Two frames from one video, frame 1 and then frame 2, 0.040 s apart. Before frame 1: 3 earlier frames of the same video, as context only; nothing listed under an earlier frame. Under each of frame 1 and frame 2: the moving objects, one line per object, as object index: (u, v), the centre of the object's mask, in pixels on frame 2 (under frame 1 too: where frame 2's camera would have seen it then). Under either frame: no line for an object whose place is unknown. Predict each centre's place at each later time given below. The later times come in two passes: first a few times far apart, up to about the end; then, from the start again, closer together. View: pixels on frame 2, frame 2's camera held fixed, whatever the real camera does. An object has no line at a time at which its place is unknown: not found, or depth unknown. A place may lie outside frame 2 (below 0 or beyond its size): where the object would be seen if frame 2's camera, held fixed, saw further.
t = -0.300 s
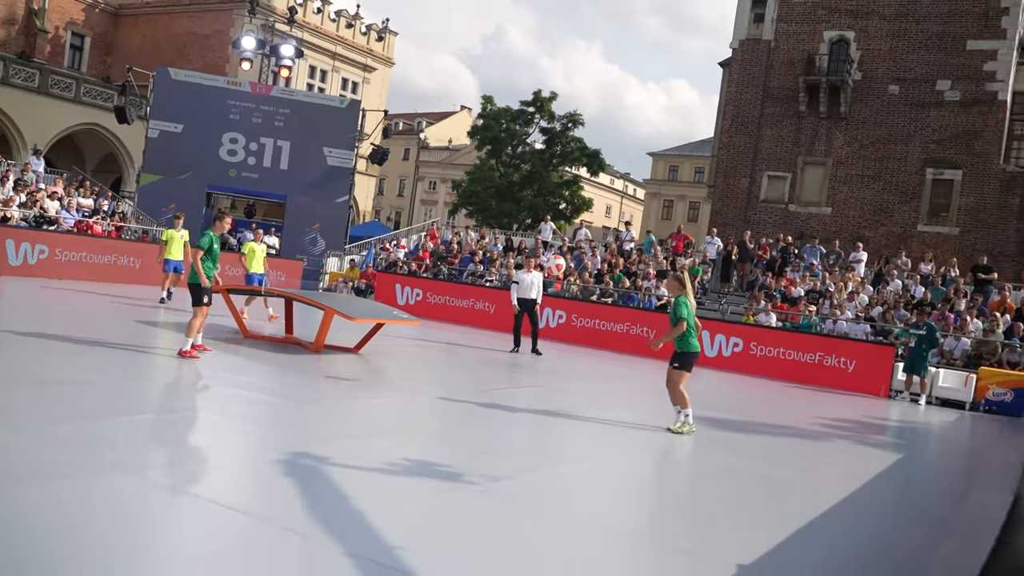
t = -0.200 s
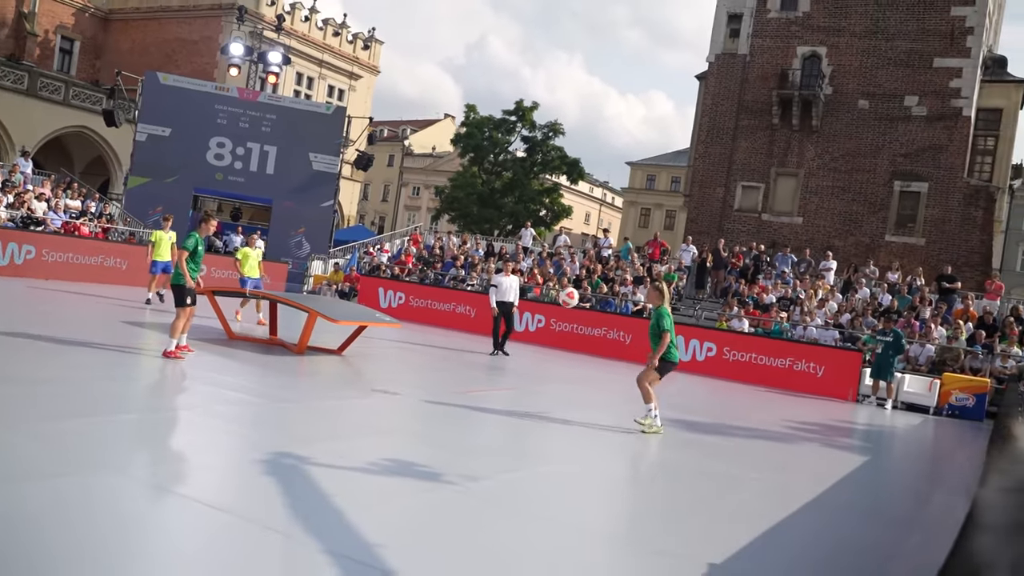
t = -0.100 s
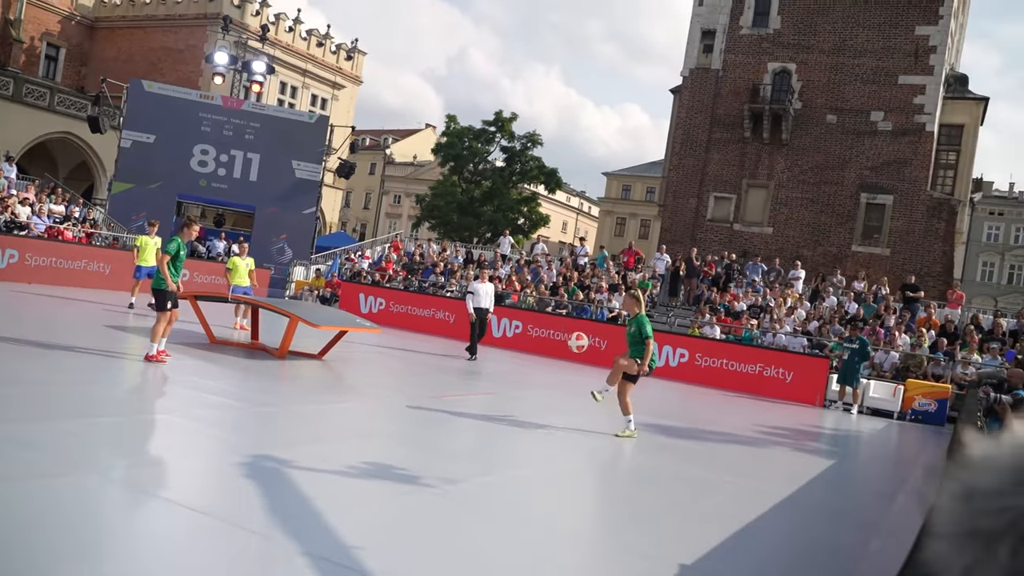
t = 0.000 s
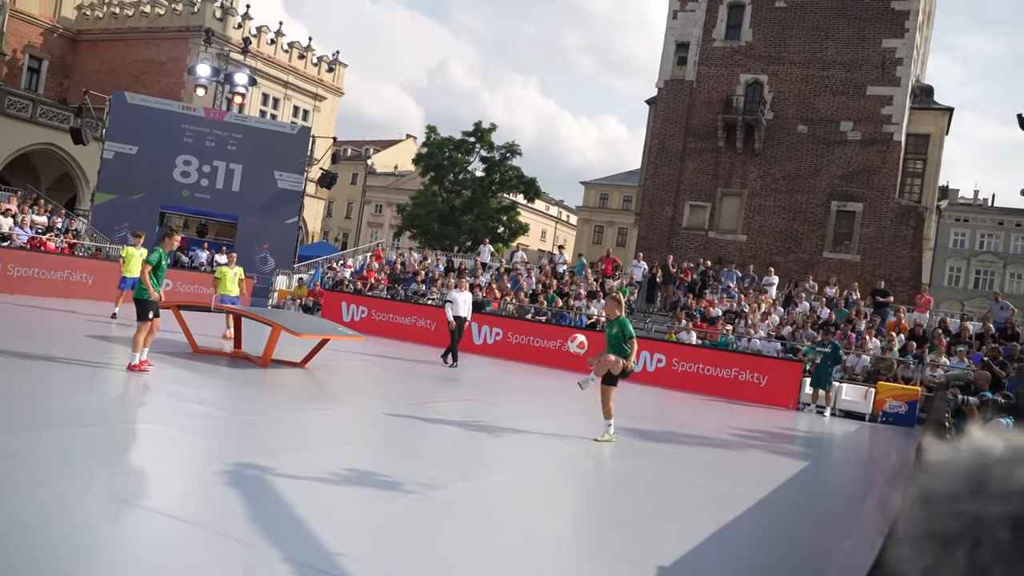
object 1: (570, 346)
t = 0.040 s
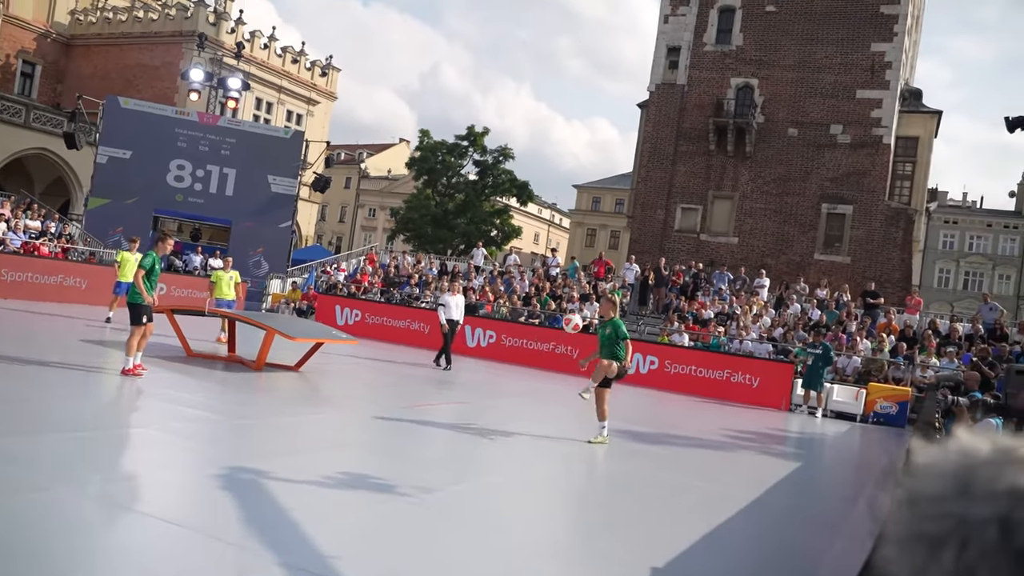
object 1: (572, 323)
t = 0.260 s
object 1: (576, 223)
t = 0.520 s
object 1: (573, 162)
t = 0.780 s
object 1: (563, 159)
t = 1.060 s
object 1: (541, 218)
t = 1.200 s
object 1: (533, 275)
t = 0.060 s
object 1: (573, 312)
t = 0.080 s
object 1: (574, 301)
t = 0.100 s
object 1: (574, 291)
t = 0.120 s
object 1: (575, 281)
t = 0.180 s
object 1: (576, 253)
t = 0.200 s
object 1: (576, 245)
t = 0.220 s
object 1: (576, 237)
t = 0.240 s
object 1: (576, 230)
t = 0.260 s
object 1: (576, 223)
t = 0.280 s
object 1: (577, 216)
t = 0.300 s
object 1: (576, 209)
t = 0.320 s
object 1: (577, 203)
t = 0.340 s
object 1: (576, 196)
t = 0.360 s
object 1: (577, 191)
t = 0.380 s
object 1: (576, 186)
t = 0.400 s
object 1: (575, 183)
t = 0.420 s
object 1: (574, 178)
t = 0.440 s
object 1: (574, 174)
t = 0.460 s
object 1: (575, 170)
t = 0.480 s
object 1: (574, 167)
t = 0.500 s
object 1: (573, 164)
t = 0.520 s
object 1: (573, 162)
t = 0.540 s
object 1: (572, 159)
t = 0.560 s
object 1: (572, 157)
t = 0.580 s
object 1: (571, 156)
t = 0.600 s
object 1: (570, 155)
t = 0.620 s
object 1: (570, 154)
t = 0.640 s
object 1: (569, 154)
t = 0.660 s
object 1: (568, 154)
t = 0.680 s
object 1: (567, 154)
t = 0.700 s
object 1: (567, 154)
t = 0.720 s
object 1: (566, 155)
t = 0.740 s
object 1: (565, 156)
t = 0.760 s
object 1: (564, 157)
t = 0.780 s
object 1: (563, 159)
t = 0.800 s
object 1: (562, 162)
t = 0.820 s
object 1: (561, 164)
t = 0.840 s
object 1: (559, 167)
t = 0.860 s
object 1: (559, 169)
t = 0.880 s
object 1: (558, 173)
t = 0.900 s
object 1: (556, 177)
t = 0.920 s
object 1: (554, 181)
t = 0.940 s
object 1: (553, 185)
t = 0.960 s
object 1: (552, 190)
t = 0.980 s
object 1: (550, 195)
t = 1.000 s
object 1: (549, 200)
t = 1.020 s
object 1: (547, 206)
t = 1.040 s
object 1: (543, 212)
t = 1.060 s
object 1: (541, 218)
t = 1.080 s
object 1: (540, 226)
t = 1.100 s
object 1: (538, 234)
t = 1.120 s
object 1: (536, 241)
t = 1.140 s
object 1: (537, 249)
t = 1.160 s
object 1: (535, 257)
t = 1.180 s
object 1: (534, 266)
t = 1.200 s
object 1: (533, 275)
